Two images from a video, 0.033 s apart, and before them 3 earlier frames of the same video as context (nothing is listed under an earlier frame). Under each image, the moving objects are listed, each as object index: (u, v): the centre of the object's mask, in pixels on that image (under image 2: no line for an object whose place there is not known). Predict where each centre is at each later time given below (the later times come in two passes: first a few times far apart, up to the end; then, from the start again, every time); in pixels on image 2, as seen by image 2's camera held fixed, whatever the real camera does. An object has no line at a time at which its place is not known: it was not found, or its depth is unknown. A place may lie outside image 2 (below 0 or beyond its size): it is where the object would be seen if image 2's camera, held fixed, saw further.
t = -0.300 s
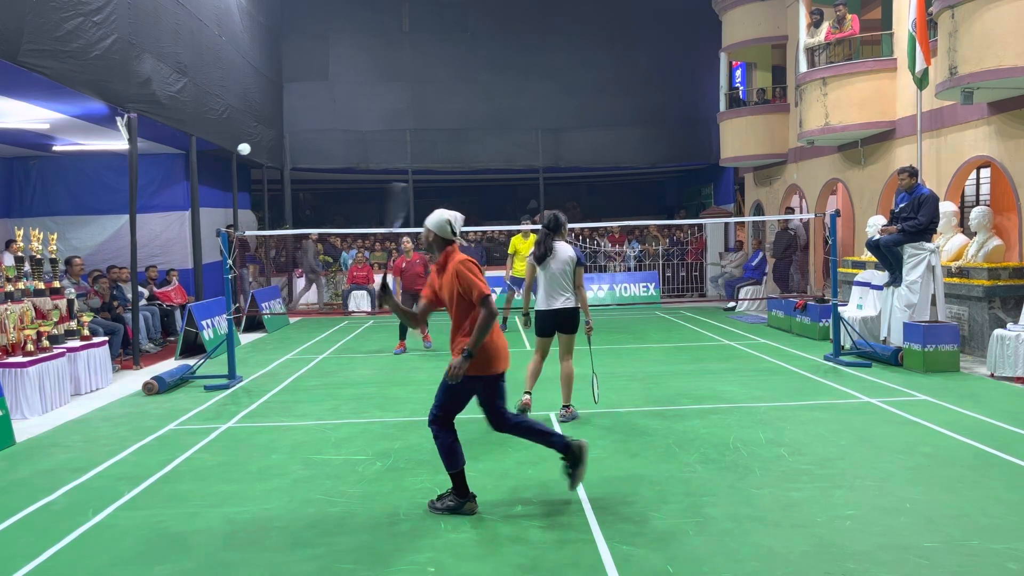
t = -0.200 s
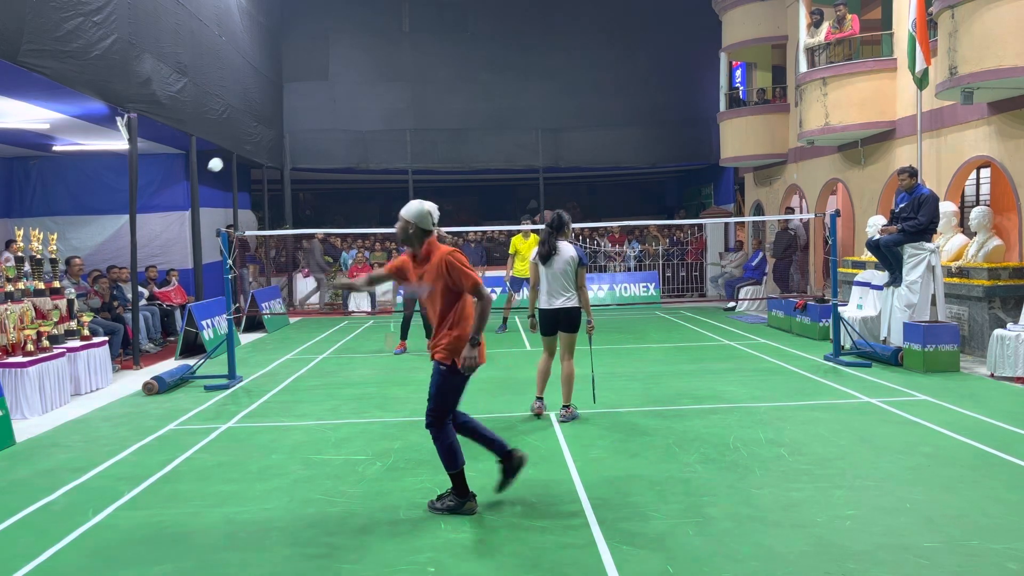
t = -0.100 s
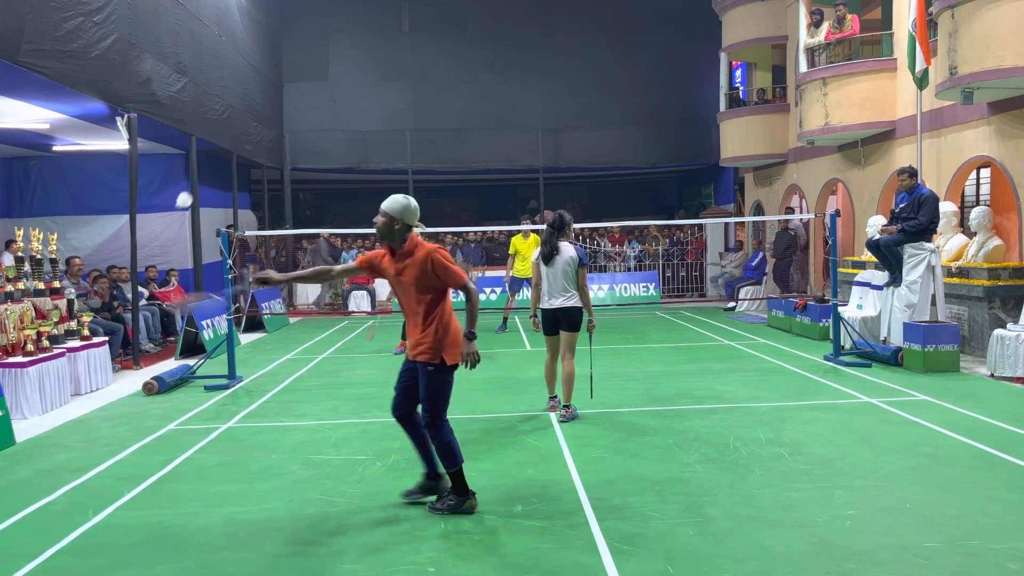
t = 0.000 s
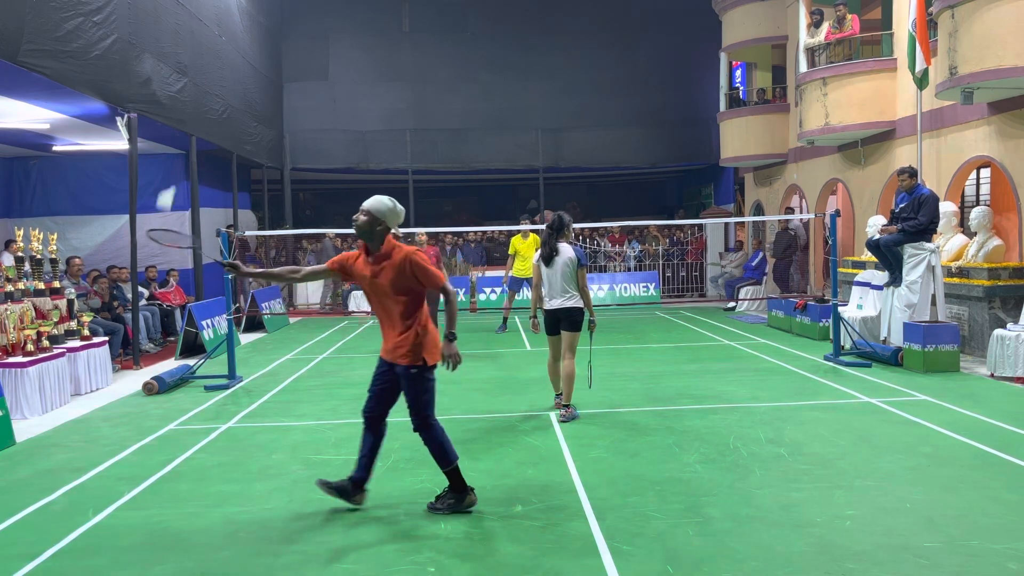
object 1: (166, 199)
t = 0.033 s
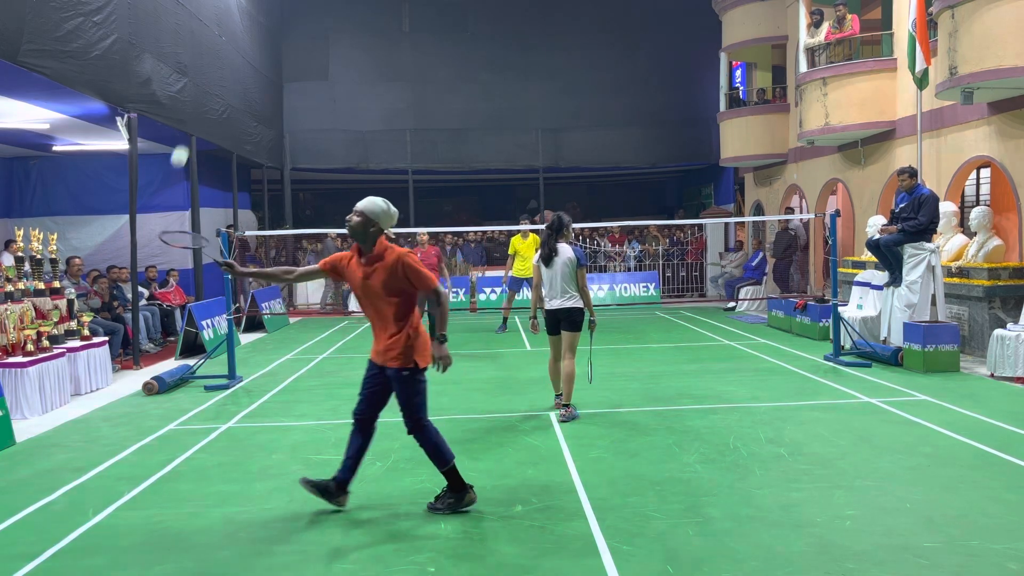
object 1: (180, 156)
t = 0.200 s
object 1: (220, 55)
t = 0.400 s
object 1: (270, 17)
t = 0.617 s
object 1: (304, 73)
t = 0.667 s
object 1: (313, 95)
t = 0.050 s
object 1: (187, 138)
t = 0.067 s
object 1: (192, 126)
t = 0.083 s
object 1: (196, 113)
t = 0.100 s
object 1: (200, 101)
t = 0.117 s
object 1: (204, 90)
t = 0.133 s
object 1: (206, 80)
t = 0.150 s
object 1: (209, 72)
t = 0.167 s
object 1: (212, 65)
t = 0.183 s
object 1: (216, 59)
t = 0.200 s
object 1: (220, 55)
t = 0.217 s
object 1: (224, 50)
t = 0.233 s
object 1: (229, 46)
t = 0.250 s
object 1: (234, 43)
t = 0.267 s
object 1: (240, 39)
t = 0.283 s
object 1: (245, 35)
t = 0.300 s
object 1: (250, 31)
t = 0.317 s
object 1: (255, 28)
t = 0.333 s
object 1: (259, 25)
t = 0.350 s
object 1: (263, 21)
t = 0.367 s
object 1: (265, 19)
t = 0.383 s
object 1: (268, 18)
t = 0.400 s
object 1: (270, 17)
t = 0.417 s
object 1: (272, 18)
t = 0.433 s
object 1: (275, 19)
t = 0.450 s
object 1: (277, 22)
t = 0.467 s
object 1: (279, 24)
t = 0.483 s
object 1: (282, 28)
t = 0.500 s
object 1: (284, 32)
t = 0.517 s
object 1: (287, 37)
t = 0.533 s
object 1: (289, 42)
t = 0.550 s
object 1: (292, 47)
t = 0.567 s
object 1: (295, 53)
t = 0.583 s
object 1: (298, 59)
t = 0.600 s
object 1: (301, 66)
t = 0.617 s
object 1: (304, 73)
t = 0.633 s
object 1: (307, 80)
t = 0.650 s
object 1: (310, 88)
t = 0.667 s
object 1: (313, 95)
